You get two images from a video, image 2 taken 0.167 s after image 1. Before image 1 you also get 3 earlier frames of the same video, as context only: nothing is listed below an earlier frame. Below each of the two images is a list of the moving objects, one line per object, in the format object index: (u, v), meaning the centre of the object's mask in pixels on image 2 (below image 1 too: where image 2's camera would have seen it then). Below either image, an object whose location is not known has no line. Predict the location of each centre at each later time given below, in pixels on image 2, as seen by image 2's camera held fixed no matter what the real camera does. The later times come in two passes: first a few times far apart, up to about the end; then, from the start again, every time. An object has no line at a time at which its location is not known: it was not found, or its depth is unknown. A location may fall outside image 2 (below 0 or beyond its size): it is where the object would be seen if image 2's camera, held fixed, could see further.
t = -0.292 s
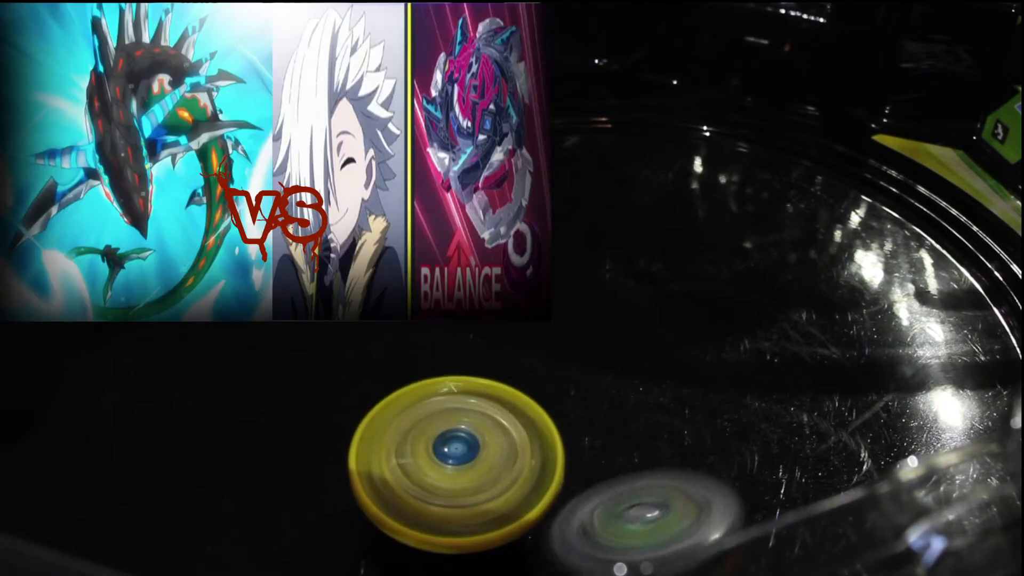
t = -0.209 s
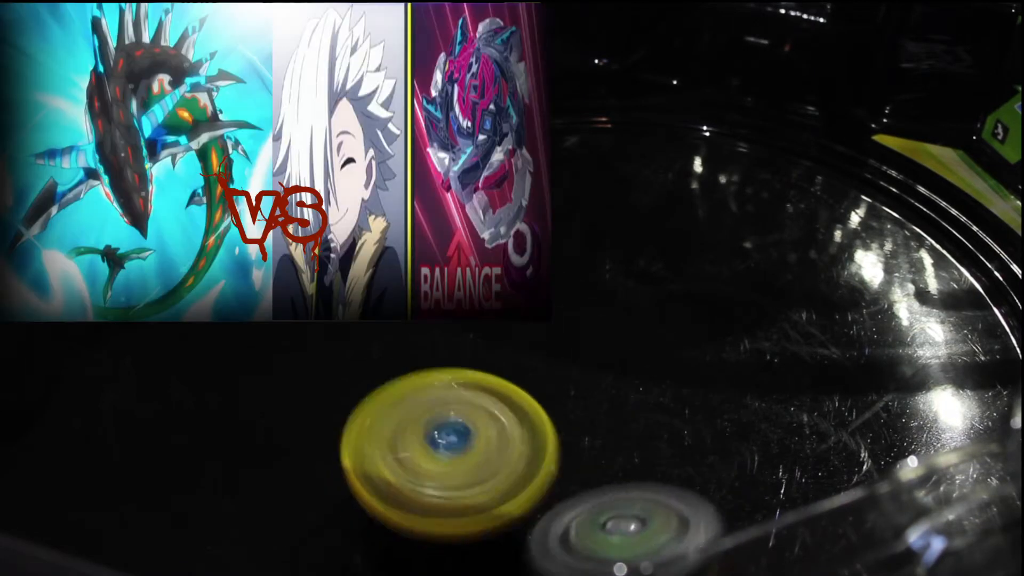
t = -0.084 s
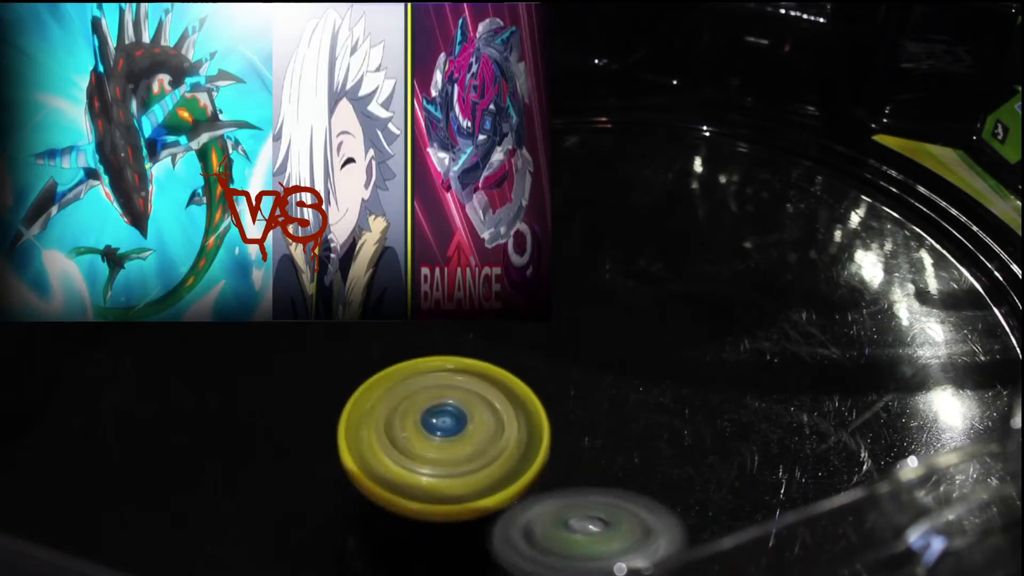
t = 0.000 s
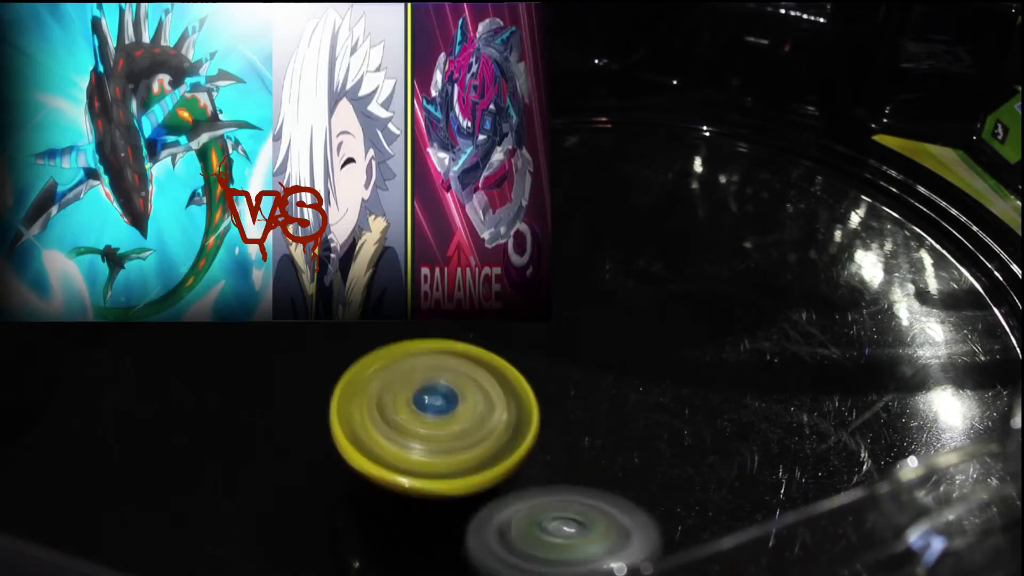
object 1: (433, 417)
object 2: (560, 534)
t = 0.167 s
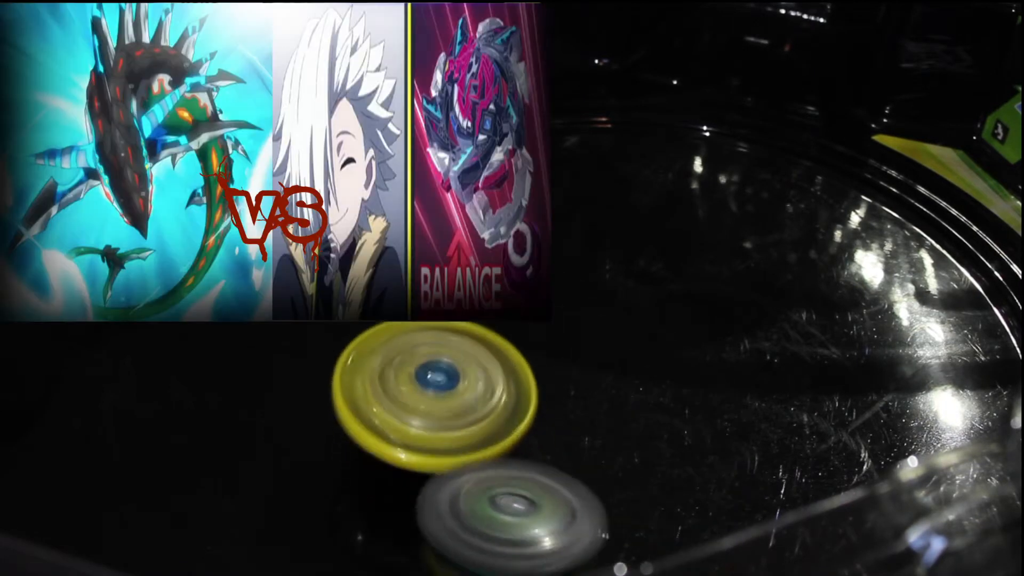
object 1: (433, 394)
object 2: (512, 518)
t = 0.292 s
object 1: (436, 381)
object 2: (493, 503)
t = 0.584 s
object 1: (458, 366)
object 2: (476, 476)
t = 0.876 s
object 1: (491, 360)
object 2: (490, 477)
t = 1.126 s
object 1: (508, 364)
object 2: (488, 489)
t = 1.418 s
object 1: (495, 380)
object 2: (460, 505)
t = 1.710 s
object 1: (535, 378)
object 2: (415, 459)
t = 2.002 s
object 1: (619, 385)
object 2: (457, 347)
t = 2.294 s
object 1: (647, 433)
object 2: (565, 322)
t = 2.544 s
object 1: (587, 522)
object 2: (573, 391)
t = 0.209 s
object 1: (434, 386)
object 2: (503, 515)
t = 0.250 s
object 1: (436, 382)
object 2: (497, 509)
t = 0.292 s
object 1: (436, 381)
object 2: (493, 503)
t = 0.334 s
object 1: (437, 378)
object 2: (488, 497)
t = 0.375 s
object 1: (441, 374)
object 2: (484, 484)
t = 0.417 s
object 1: (444, 371)
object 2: (481, 480)
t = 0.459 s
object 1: (445, 370)
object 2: (478, 476)
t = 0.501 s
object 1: (448, 367)
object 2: (476, 475)
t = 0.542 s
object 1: (451, 367)
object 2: (478, 474)
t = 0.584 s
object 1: (458, 366)
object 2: (476, 476)
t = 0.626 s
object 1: (463, 365)
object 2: (477, 474)
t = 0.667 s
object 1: (466, 364)
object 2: (480, 474)
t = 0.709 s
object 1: (473, 362)
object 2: (482, 474)
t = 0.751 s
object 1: (482, 360)
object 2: (483, 481)
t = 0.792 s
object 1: (485, 360)
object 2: (484, 479)
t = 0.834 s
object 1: (488, 360)
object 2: (487, 478)
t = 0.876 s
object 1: (491, 360)
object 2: (490, 477)
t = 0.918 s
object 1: (495, 359)
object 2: (493, 478)
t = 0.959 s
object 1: (502, 359)
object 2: (489, 482)
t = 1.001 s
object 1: (504, 360)
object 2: (489, 482)
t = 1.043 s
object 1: (505, 361)
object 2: (491, 481)
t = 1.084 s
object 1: (505, 363)
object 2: (491, 484)
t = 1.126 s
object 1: (508, 364)
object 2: (488, 489)
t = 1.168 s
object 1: (509, 366)
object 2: (487, 491)
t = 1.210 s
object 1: (507, 369)
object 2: (483, 495)
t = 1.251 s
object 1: (509, 370)
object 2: (477, 502)
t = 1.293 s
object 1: (506, 373)
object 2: (474, 503)
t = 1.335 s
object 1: (502, 376)
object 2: (470, 504)
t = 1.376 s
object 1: (498, 378)
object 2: (465, 505)
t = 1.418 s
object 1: (495, 380)
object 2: (460, 505)
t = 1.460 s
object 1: (495, 381)
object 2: (454, 503)
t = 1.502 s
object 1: (495, 381)
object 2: (450, 500)
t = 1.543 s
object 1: (498, 381)
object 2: (444, 496)
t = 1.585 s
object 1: (505, 378)
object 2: (434, 490)
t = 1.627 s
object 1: (508, 379)
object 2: (430, 484)
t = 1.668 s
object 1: (518, 379)
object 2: (423, 475)
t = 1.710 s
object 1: (535, 378)
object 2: (415, 459)
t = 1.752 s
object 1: (558, 377)
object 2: (410, 435)
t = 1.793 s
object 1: (578, 375)
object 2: (406, 412)
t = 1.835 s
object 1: (589, 375)
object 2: (414, 386)
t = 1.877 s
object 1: (597, 375)
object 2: (420, 372)
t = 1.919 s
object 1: (605, 378)
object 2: (429, 361)
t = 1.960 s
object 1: (612, 382)
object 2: (440, 357)
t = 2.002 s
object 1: (619, 385)
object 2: (457, 347)
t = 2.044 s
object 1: (625, 388)
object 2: (469, 346)
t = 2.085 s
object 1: (632, 391)
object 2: (495, 336)
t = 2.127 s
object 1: (638, 396)
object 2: (523, 324)
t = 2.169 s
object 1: (644, 405)
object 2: (540, 321)
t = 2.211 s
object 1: (646, 413)
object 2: (551, 316)
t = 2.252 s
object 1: (648, 421)
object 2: (560, 318)
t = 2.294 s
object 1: (647, 433)
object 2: (565, 322)
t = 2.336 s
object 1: (647, 452)
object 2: (572, 326)
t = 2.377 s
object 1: (640, 472)
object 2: (579, 338)
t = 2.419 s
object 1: (628, 488)
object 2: (577, 344)
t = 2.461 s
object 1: (615, 501)
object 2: (579, 360)
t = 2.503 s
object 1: (602, 510)
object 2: (578, 376)
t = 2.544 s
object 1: (587, 522)
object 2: (573, 391)
